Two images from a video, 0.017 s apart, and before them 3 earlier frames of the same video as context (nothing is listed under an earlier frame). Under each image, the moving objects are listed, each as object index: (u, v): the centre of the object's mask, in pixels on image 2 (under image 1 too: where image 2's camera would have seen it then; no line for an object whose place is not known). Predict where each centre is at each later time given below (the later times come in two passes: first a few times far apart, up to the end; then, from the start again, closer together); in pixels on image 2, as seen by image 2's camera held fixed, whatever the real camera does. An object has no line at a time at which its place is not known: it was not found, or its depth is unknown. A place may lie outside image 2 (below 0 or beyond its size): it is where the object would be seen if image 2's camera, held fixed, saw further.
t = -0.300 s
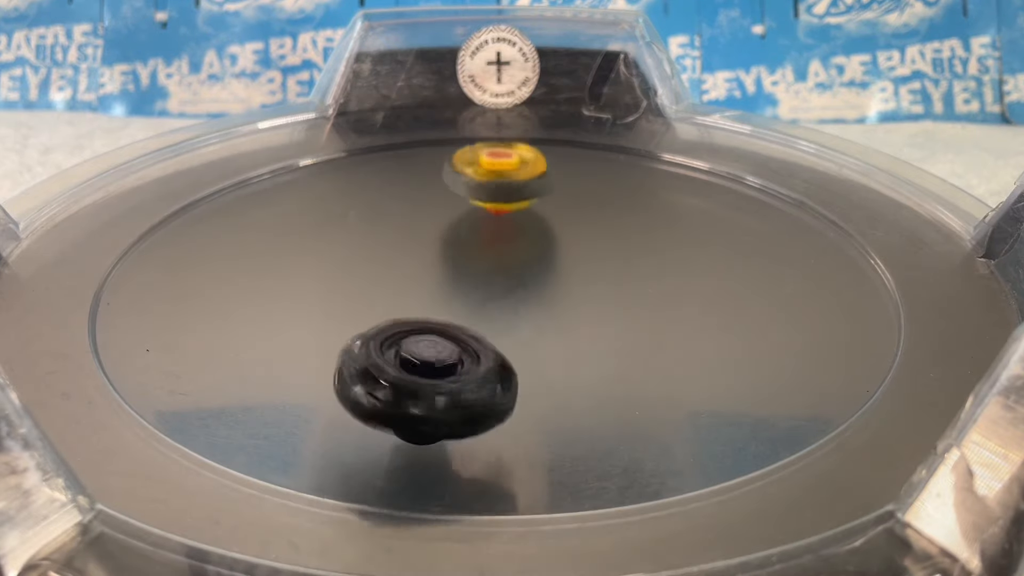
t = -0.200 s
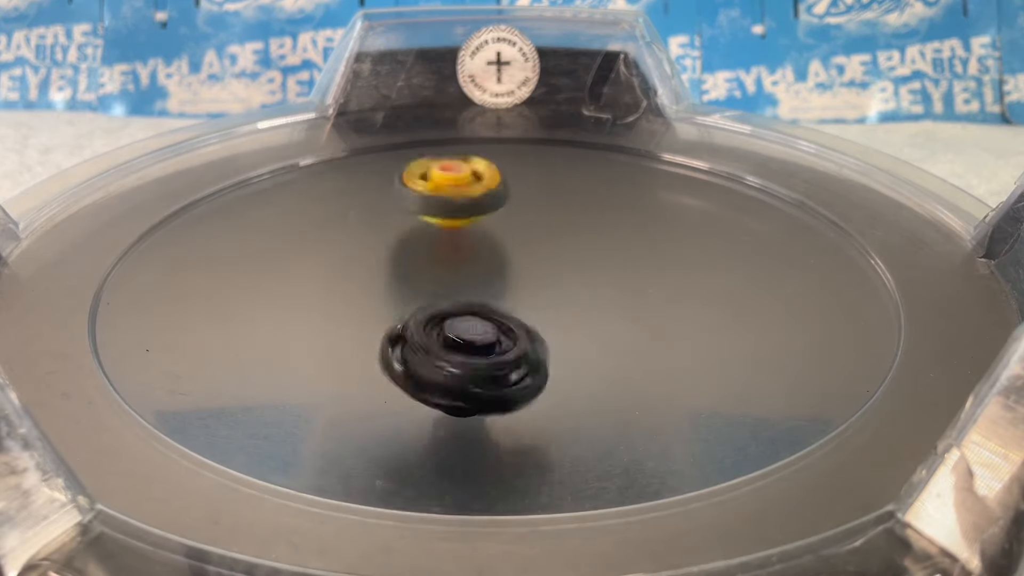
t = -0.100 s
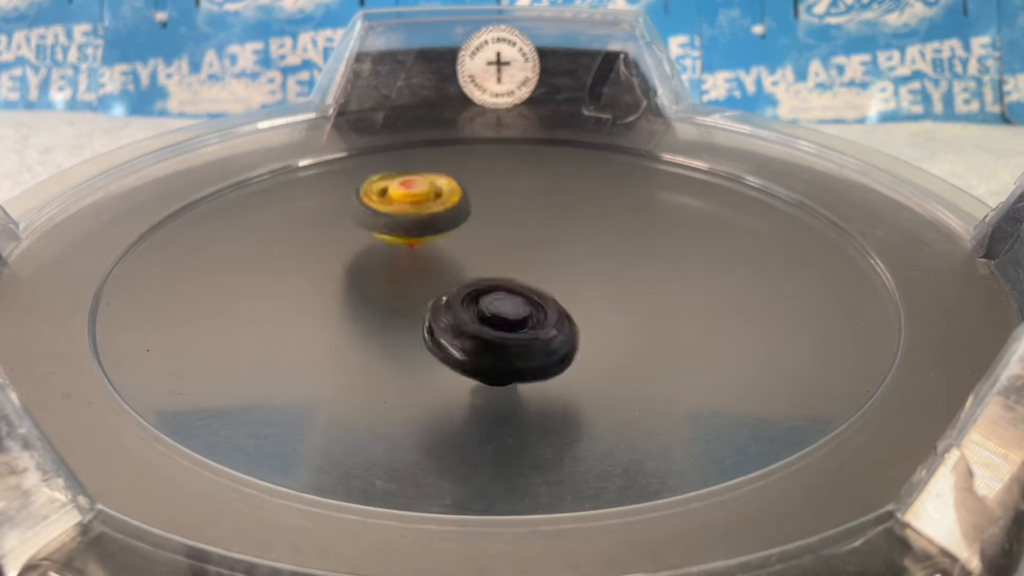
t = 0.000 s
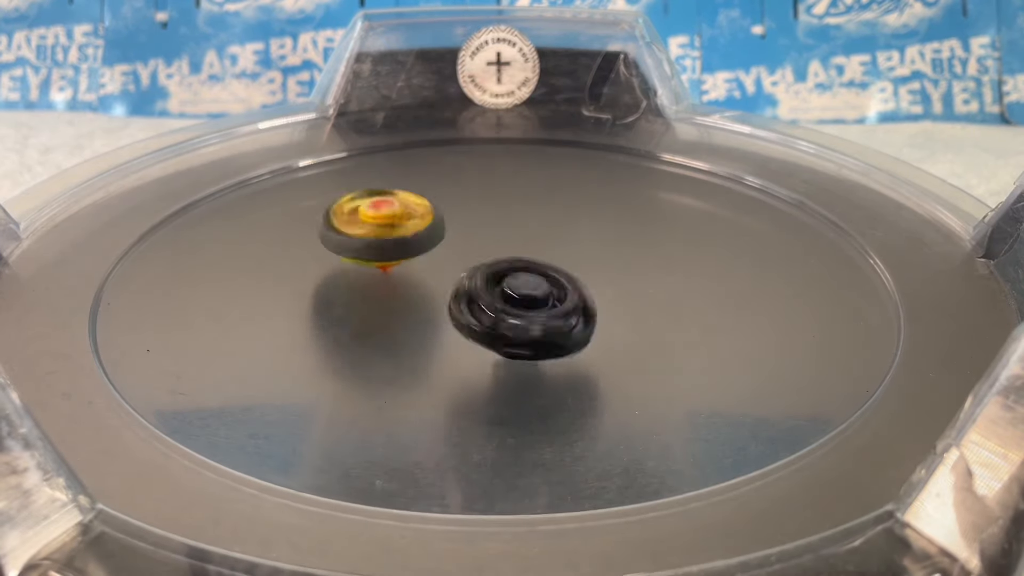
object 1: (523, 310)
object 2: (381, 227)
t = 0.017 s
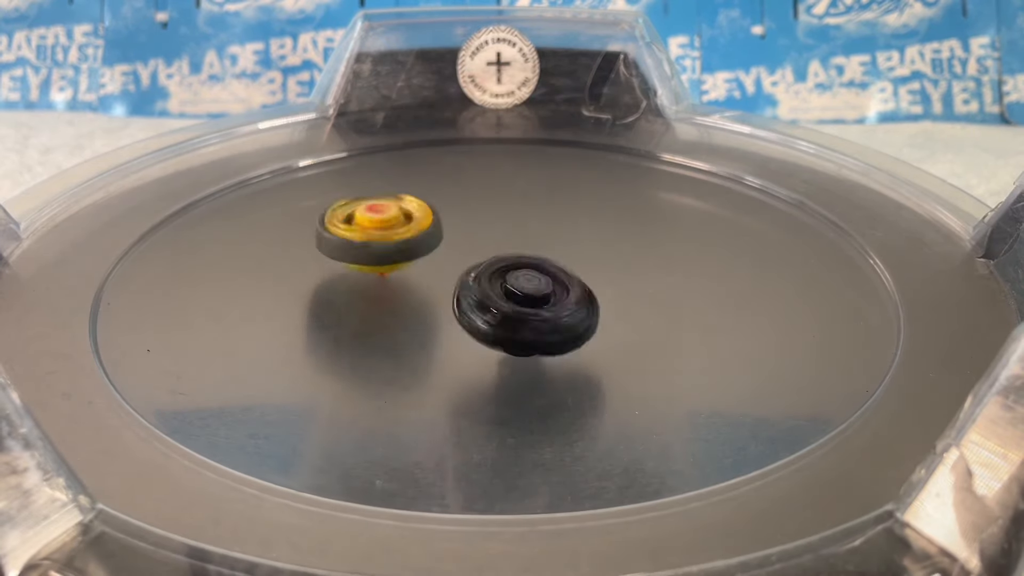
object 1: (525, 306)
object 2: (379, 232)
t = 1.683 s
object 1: (245, 266)
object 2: (647, 222)
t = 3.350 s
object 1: (578, 250)
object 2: (547, 336)
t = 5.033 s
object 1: (517, 280)
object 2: (577, 203)
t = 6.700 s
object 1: (493, 272)
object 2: (631, 297)
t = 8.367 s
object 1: (452, 324)
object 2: (445, 243)
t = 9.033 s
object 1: (575, 267)
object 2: (428, 236)
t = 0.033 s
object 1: (527, 304)
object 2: (376, 236)
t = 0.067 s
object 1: (532, 299)
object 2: (372, 245)
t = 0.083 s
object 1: (533, 297)
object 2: (371, 249)
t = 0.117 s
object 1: (536, 293)
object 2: (370, 258)
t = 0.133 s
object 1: (538, 291)
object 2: (371, 263)
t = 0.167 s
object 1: (538, 289)
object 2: (373, 272)
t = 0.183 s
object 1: (540, 288)
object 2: (376, 277)
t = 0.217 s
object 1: (540, 286)
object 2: (382, 286)
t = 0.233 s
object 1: (540, 286)
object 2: (387, 291)
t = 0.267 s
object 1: (541, 284)
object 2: (396, 298)
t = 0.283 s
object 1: (541, 283)
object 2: (402, 303)
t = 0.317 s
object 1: (546, 280)
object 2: (409, 310)
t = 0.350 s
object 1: (560, 275)
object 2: (407, 320)
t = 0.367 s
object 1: (566, 273)
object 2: (407, 324)
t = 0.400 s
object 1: (573, 271)
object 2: (417, 333)
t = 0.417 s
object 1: (576, 270)
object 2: (423, 335)
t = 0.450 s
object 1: (579, 269)
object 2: (439, 343)
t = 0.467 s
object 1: (579, 269)
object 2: (446, 344)
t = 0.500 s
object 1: (580, 269)
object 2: (464, 350)
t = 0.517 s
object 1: (579, 268)
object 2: (472, 351)
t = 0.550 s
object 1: (579, 268)
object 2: (492, 354)
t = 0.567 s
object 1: (577, 269)
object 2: (499, 354)
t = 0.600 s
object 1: (576, 268)
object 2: (520, 356)
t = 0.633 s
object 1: (572, 268)
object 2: (536, 356)
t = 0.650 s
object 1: (571, 268)
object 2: (547, 356)
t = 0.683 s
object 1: (567, 268)
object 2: (563, 354)
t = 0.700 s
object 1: (564, 268)
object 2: (573, 352)
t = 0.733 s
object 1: (561, 270)
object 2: (587, 350)
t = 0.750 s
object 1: (558, 269)
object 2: (595, 348)
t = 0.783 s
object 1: (555, 271)
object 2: (606, 344)
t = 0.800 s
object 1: (551, 273)
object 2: (613, 341)
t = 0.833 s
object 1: (548, 274)
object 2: (622, 337)
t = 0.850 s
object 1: (545, 275)
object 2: (626, 333)
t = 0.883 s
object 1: (542, 277)
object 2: (633, 329)
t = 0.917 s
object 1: (531, 274)
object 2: (651, 330)
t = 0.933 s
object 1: (524, 269)
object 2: (659, 329)
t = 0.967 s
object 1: (510, 263)
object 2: (666, 326)
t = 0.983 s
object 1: (505, 261)
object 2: (670, 323)
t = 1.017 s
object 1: (494, 257)
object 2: (673, 318)
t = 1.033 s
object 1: (491, 257)
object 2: (675, 315)
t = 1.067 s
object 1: (485, 256)
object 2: (675, 309)
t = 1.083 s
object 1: (483, 256)
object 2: (675, 306)
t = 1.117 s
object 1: (480, 258)
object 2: (672, 301)
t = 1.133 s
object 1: (479, 258)
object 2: (670, 297)
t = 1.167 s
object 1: (477, 261)
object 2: (664, 293)
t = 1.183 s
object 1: (476, 262)
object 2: (661, 290)
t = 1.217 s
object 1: (474, 265)
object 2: (653, 285)
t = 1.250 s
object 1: (474, 268)
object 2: (642, 281)
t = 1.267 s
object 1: (473, 268)
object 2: (638, 278)
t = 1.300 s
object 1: (473, 271)
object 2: (626, 275)
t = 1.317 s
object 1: (472, 272)
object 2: (620, 272)
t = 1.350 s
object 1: (468, 274)
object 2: (611, 269)
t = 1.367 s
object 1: (462, 274)
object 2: (609, 267)
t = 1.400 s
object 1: (454, 275)
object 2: (600, 265)
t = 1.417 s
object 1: (451, 275)
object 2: (594, 263)
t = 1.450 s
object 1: (446, 276)
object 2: (585, 261)
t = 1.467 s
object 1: (416, 275)
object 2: (604, 256)
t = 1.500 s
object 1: (364, 274)
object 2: (637, 248)
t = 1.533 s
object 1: (319, 271)
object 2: (659, 242)
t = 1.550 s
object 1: (300, 269)
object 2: (665, 238)
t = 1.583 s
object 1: (271, 267)
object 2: (673, 234)
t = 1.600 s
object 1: (261, 266)
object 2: (670, 232)
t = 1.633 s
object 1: (249, 265)
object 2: (665, 228)
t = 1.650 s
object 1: (246, 265)
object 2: (659, 226)
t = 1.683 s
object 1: (245, 266)
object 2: (647, 222)
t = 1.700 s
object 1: (246, 266)
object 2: (641, 222)
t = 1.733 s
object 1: (250, 267)
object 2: (627, 219)
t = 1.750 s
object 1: (253, 268)
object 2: (623, 218)
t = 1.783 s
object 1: (262, 270)
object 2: (607, 217)
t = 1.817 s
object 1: (274, 272)
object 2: (592, 216)
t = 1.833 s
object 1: (281, 273)
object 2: (586, 216)
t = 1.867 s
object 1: (297, 275)
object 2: (570, 216)
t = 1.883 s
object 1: (305, 276)
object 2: (564, 216)
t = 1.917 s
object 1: (324, 277)
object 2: (550, 217)
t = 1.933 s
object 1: (334, 278)
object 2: (544, 217)
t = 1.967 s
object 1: (354, 280)
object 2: (528, 221)
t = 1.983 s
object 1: (365, 281)
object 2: (520, 222)
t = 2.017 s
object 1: (386, 282)
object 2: (507, 225)
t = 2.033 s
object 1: (395, 282)
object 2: (499, 228)
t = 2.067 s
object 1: (413, 285)
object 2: (489, 230)
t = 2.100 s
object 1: (415, 291)
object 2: (494, 225)
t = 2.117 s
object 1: (417, 292)
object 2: (496, 226)
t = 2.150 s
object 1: (422, 297)
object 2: (500, 224)
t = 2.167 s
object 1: (427, 292)
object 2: (500, 225)
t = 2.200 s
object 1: (436, 301)
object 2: (497, 227)
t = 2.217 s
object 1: (442, 302)
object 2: (497, 228)
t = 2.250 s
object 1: (458, 304)
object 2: (493, 229)
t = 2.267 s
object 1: (467, 305)
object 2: (491, 228)
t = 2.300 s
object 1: (486, 305)
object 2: (482, 230)
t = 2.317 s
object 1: (495, 307)
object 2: (479, 227)
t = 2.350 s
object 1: (515, 314)
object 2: (475, 226)
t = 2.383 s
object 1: (536, 315)
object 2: (472, 226)
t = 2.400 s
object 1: (547, 318)
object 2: (468, 227)
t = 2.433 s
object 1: (568, 316)
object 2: (464, 228)
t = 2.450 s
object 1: (578, 314)
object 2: (461, 231)
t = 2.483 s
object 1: (596, 308)
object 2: (456, 233)
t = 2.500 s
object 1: (606, 304)
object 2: (454, 235)
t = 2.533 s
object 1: (621, 295)
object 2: (450, 239)
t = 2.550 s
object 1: (626, 288)
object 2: (448, 240)
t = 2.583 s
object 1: (635, 277)
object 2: (445, 245)
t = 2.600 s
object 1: (637, 272)
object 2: (443, 247)
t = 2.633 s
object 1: (640, 263)
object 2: (442, 252)
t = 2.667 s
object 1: (640, 255)
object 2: (442, 257)
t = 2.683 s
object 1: (641, 252)
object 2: (441, 260)
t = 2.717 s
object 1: (639, 248)
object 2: (442, 265)
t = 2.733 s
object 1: (639, 246)
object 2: (443, 269)
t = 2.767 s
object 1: (638, 243)
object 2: (446, 275)
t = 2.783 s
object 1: (635, 243)
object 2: (449, 276)
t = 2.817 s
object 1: (633, 242)
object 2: (455, 283)
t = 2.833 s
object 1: (632, 241)
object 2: (457, 284)
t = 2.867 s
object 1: (629, 240)
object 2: (465, 289)
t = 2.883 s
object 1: (627, 241)
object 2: (469, 292)
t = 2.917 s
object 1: (624, 242)
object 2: (478, 296)
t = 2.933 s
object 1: (621, 243)
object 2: (484, 298)
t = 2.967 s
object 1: (617, 244)
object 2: (493, 302)
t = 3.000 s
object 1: (614, 246)
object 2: (503, 304)
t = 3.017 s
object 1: (612, 246)
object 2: (510, 304)
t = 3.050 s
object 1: (610, 246)
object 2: (519, 306)
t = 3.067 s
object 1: (609, 246)
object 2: (524, 306)
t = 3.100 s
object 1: (606, 246)
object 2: (535, 307)
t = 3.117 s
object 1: (605, 245)
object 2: (538, 309)
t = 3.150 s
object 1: (603, 245)
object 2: (532, 318)
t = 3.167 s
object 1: (602, 242)
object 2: (531, 320)
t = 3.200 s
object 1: (601, 244)
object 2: (528, 326)
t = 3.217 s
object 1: (599, 245)
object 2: (527, 326)
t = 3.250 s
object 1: (596, 245)
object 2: (529, 328)
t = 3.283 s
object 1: (591, 246)
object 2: (534, 331)
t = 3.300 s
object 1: (587, 248)
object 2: (536, 333)
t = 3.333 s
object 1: (581, 250)
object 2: (543, 335)
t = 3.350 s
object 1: (578, 250)
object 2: (547, 336)
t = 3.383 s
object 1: (571, 253)
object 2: (554, 337)
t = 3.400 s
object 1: (569, 254)
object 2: (557, 336)
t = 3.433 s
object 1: (562, 257)
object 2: (562, 337)
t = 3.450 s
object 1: (559, 259)
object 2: (565, 338)
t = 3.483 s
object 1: (552, 261)
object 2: (568, 338)
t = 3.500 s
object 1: (548, 262)
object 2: (570, 336)
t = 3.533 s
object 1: (542, 265)
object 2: (574, 336)
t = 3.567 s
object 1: (535, 268)
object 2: (576, 335)
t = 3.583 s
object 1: (530, 269)
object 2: (575, 335)
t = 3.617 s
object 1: (523, 271)
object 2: (577, 333)
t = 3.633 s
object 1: (519, 272)
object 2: (579, 333)
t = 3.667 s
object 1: (511, 276)
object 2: (579, 332)
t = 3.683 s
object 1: (506, 277)
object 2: (580, 330)
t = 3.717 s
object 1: (495, 278)
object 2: (588, 332)
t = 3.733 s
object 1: (482, 268)
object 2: (598, 342)
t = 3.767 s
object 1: (457, 251)
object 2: (616, 353)
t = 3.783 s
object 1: (443, 243)
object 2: (624, 356)
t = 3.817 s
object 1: (416, 229)
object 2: (633, 359)
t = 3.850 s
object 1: (389, 217)
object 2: (639, 358)
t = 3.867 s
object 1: (376, 212)
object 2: (640, 357)
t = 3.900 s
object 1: (348, 204)
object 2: (644, 354)
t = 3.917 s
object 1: (333, 202)
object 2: (647, 354)
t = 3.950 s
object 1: (305, 198)
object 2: (648, 351)
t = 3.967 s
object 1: (290, 198)
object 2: (647, 348)
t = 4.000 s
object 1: (262, 198)
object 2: (647, 345)
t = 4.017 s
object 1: (247, 199)
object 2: (647, 344)
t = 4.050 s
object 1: (219, 205)
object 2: (645, 340)
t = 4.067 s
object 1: (205, 207)
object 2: (644, 337)
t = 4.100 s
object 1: (184, 215)
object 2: (640, 333)
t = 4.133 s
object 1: (170, 225)
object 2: (635, 328)
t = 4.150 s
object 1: (166, 231)
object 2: (631, 327)
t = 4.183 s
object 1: (166, 243)
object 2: (623, 322)
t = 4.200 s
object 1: (169, 249)
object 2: (619, 320)
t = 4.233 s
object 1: (182, 260)
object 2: (609, 315)
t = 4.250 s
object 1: (191, 265)
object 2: (603, 313)
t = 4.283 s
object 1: (213, 275)
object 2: (591, 309)
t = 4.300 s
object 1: (227, 279)
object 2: (587, 307)
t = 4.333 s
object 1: (256, 288)
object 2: (574, 303)
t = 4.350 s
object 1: (273, 292)
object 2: (566, 301)
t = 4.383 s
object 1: (308, 298)
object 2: (553, 297)
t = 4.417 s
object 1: (346, 303)
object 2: (539, 293)
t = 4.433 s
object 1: (366, 305)
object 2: (534, 292)
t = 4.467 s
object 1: (361, 308)
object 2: (561, 285)
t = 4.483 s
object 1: (326, 300)
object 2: (605, 276)
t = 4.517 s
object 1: (255, 294)
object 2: (689, 257)
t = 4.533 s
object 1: (225, 288)
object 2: (721, 244)
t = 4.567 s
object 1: (172, 276)
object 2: (780, 222)
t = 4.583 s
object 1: (150, 267)
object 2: (807, 211)
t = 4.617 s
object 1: (118, 256)
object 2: (842, 190)
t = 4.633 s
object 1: (110, 248)
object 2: (849, 180)
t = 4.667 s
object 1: (110, 241)
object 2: (854, 172)
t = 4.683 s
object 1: (119, 241)
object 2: (854, 166)
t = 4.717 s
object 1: (143, 246)
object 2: (846, 162)
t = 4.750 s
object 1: (174, 251)
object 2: (831, 158)
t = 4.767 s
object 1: (192, 253)
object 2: (825, 156)
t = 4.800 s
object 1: (230, 258)
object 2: (808, 154)
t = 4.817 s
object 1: (249, 261)
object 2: (798, 152)
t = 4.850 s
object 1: (289, 266)
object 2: (776, 160)
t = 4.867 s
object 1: (310, 268)
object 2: (762, 159)
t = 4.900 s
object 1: (353, 273)
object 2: (725, 167)
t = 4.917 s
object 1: (375, 275)
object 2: (707, 174)
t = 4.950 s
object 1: (418, 279)
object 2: (671, 182)
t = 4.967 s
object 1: (439, 280)
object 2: (649, 186)
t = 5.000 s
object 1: (478, 282)
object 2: (612, 194)
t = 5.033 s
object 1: (517, 280)
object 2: (577, 203)
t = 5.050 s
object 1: (535, 279)
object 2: (564, 202)
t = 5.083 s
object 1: (573, 289)
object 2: (530, 198)
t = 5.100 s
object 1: (590, 297)
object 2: (519, 190)
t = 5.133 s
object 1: (626, 325)
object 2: (497, 175)
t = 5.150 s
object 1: (646, 334)
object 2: (486, 169)
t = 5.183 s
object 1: (685, 352)
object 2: (468, 163)
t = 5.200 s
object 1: (702, 360)
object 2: (460, 160)
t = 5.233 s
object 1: (739, 372)
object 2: (445, 161)
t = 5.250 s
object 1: (759, 376)
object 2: (441, 162)
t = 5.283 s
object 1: (791, 375)
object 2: (428, 165)
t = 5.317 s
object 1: (815, 381)
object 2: (418, 170)
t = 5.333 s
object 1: (811, 373)
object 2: (415, 173)
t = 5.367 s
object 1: (800, 371)
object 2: (407, 178)
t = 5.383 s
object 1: (794, 364)
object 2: (403, 183)
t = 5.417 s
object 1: (776, 355)
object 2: (394, 190)
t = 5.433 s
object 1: (767, 350)
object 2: (391, 194)
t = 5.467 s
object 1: (746, 335)
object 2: (386, 202)
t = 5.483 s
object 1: (738, 326)
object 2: (384, 206)
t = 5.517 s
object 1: (717, 309)
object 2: (381, 215)
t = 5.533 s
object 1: (708, 301)
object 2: (381, 221)
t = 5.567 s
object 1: (687, 284)
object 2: (380, 229)
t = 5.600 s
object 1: (667, 270)
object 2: (381, 239)
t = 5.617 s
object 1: (655, 264)
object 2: (383, 245)
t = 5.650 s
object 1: (635, 254)
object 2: (387, 254)
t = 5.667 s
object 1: (624, 250)
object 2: (389, 260)
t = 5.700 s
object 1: (606, 242)
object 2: (397, 270)
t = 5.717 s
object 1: (596, 240)
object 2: (400, 274)
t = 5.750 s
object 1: (579, 237)
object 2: (411, 283)
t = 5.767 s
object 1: (571, 236)
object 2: (416, 287)
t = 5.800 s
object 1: (557, 235)
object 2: (428, 295)
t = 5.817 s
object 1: (551, 235)
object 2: (434, 299)
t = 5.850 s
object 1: (542, 236)
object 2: (447, 305)
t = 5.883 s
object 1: (534, 237)
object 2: (461, 312)
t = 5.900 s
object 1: (532, 237)
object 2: (470, 315)
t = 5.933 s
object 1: (525, 238)
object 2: (483, 319)
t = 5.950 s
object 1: (522, 240)
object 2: (491, 323)
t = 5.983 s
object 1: (518, 243)
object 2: (509, 326)
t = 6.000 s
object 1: (516, 245)
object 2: (517, 328)
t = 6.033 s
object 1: (513, 248)
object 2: (532, 331)
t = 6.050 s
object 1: (512, 248)
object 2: (539, 331)
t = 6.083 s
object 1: (509, 251)
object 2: (554, 334)
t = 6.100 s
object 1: (509, 252)
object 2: (562, 333)
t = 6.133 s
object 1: (507, 254)
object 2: (576, 334)
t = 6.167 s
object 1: (506, 255)
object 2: (589, 335)
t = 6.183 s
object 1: (506, 256)
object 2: (596, 334)
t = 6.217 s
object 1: (505, 256)
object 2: (607, 334)
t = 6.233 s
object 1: (504, 257)
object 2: (615, 334)
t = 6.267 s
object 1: (504, 257)
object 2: (624, 332)
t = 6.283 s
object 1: (503, 258)
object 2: (630, 333)
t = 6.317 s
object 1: (503, 258)
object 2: (639, 330)
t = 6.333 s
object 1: (503, 259)
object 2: (641, 330)
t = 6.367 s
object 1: (503, 260)
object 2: (650, 328)
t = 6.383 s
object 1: (502, 261)
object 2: (652, 326)
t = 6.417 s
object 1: (503, 262)
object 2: (655, 324)
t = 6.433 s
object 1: (502, 262)
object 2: (657, 321)
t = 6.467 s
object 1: (502, 264)
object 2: (659, 319)
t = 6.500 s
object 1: (501, 265)
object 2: (661, 317)
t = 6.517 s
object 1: (501, 266)
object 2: (660, 314)
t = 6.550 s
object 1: (500, 268)
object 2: (659, 312)
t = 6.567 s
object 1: (500, 269)
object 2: (659, 309)
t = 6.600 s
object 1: (497, 270)
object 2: (653, 307)
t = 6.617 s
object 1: (497, 270)
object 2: (652, 305)
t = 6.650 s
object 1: (495, 272)
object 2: (643, 302)
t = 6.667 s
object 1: (494, 272)
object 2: (640, 301)
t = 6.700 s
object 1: (493, 272)
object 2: (631, 297)
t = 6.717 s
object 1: (492, 273)
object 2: (625, 296)
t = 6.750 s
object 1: (475, 268)
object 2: (633, 297)
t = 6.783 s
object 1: (443, 256)
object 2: (653, 301)
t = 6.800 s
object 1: (429, 252)
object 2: (661, 303)
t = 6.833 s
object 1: (407, 243)
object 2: (668, 305)
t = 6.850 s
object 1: (399, 239)
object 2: (668, 306)
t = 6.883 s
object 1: (386, 234)
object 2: (666, 304)
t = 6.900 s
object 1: (382, 234)
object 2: (662, 303)
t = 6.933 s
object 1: (375, 232)
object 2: (657, 300)
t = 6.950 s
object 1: (373, 233)
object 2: (652, 299)
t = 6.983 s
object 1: (371, 233)
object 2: (644, 296)
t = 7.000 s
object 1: (371, 234)
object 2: (638, 294)
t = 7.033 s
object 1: (374, 235)
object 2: (628, 292)
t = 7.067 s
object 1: (377, 237)
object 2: (618, 289)
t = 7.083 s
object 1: (380, 238)
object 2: (611, 289)
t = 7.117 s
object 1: (386, 241)
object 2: (600, 287)
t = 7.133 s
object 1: (389, 244)
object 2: (593, 286)
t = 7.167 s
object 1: (396, 248)
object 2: (581, 285)
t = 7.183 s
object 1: (399, 251)
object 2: (573, 284)
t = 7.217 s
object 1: (406, 257)
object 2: (561, 282)
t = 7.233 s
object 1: (409, 260)
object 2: (554, 281)
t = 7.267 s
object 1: (406, 262)
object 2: (552, 283)
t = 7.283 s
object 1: (386, 257)
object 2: (572, 284)
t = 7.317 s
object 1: (350, 247)
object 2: (607, 288)
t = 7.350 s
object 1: (325, 241)
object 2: (635, 290)
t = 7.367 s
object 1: (316, 237)
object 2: (644, 291)
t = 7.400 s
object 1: (304, 235)
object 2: (657, 291)
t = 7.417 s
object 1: (301, 235)
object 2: (659, 290)
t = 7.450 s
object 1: (305, 235)
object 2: (659, 287)
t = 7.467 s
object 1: (307, 235)
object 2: (655, 286)
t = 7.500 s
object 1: (315, 237)
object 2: (651, 282)
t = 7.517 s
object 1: (319, 239)
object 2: (646, 280)
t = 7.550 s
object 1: (330, 241)
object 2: (640, 276)
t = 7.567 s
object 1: (335, 243)
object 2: (634, 274)
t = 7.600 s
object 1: (349, 247)
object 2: (626, 270)
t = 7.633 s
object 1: (363, 252)
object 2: (615, 267)
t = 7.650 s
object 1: (371, 255)
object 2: (612, 266)
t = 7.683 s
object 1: (386, 260)
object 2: (599, 263)
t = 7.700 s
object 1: (395, 263)
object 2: (595, 262)
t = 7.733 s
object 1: (411, 269)
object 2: (582, 260)
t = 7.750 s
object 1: (418, 272)
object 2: (577, 259)
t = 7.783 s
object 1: (432, 277)
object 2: (565, 258)
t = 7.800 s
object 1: (428, 281)
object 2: (569, 255)
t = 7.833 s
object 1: (424, 285)
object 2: (570, 252)
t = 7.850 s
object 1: (424, 287)
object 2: (568, 251)
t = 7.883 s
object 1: (425, 289)
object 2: (560, 250)
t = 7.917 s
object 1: (429, 293)
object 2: (552, 247)
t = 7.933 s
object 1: (432, 294)
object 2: (548, 247)
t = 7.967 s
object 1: (437, 297)
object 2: (540, 244)
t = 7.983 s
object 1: (439, 299)
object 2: (535, 244)
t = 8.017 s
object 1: (444, 301)
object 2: (527, 241)
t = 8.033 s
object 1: (447, 302)
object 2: (523, 241)
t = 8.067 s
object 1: (448, 307)
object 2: (512, 238)
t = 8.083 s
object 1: (447, 310)
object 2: (505, 239)
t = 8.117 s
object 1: (448, 314)
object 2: (494, 239)
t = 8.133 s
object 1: (448, 316)
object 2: (490, 240)
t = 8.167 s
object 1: (449, 318)
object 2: (479, 241)
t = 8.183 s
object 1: (448, 319)
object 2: (477, 242)
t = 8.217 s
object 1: (449, 320)
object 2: (467, 244)
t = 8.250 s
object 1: (449, 320)
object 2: (460, 246)
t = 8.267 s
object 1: (449, 320)
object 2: (456, 247)
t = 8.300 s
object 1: (451, 318)
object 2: (450, 248)
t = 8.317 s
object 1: (453, 317)
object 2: (446, 249)
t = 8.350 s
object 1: (456, 320)
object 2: (443, 249)
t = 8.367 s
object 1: (452, 324)
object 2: (445, 243)
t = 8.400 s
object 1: (441, 344)
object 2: (451, 230)
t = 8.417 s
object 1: (436, 346)
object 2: (454, 225)
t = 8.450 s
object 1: (425, 358)
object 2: (458, 218)
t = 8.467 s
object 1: (421, 360)
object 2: (461, 216)
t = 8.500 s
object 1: (415, 364)
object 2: (460, 215)
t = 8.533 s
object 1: (412, 365)
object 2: (462, 215)
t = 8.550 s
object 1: (412, 362)
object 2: (459, 215)
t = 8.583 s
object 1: (414, 358)
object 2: (457, 215)
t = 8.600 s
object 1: (417, 356)
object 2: (454, 216)
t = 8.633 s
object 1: (421, 348)
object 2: (450, 216)
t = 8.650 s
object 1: (423, 345)
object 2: (449, 217)
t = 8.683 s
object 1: (432, 338)
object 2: (443, 218)
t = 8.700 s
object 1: (437, 333)
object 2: (443, 217)
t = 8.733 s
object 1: (449, 324)
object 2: (439, 220)
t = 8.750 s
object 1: (455, 319)
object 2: (438, 220)
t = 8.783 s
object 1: (469, 309)
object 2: (436, 222)
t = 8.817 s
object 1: (480, 297)
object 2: (433, 221)
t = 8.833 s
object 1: (486, 292)
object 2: (431, 222)
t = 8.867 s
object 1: (503, 288)
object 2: (425, 223)
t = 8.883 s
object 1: (512, 287)
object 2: (425, 222)
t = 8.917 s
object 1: (528, 282)
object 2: (425, 224)
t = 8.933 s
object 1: (536, 279)
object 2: (426, 225)
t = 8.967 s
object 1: (548, 274)
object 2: (426, 229)
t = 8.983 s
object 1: (556, 272)
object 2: (426, 230)
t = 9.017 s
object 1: (568, 269)
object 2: (427, 234)
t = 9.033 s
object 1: (575, 267)
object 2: (428, 236)
